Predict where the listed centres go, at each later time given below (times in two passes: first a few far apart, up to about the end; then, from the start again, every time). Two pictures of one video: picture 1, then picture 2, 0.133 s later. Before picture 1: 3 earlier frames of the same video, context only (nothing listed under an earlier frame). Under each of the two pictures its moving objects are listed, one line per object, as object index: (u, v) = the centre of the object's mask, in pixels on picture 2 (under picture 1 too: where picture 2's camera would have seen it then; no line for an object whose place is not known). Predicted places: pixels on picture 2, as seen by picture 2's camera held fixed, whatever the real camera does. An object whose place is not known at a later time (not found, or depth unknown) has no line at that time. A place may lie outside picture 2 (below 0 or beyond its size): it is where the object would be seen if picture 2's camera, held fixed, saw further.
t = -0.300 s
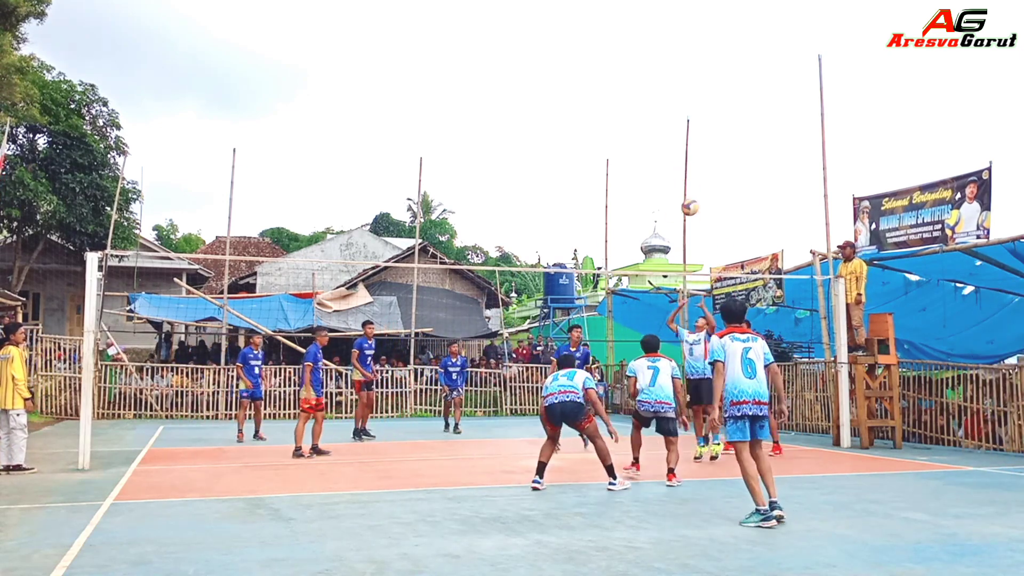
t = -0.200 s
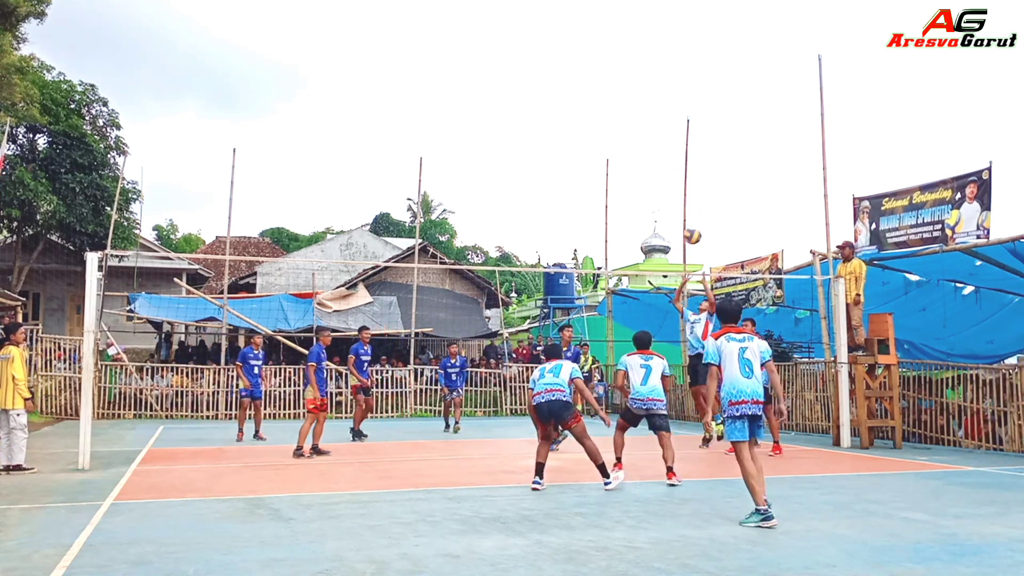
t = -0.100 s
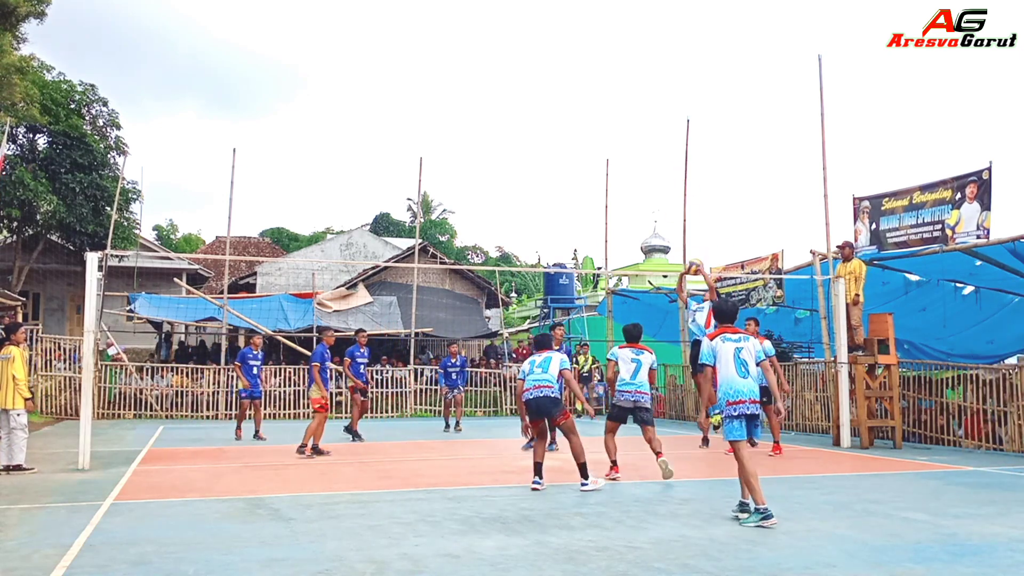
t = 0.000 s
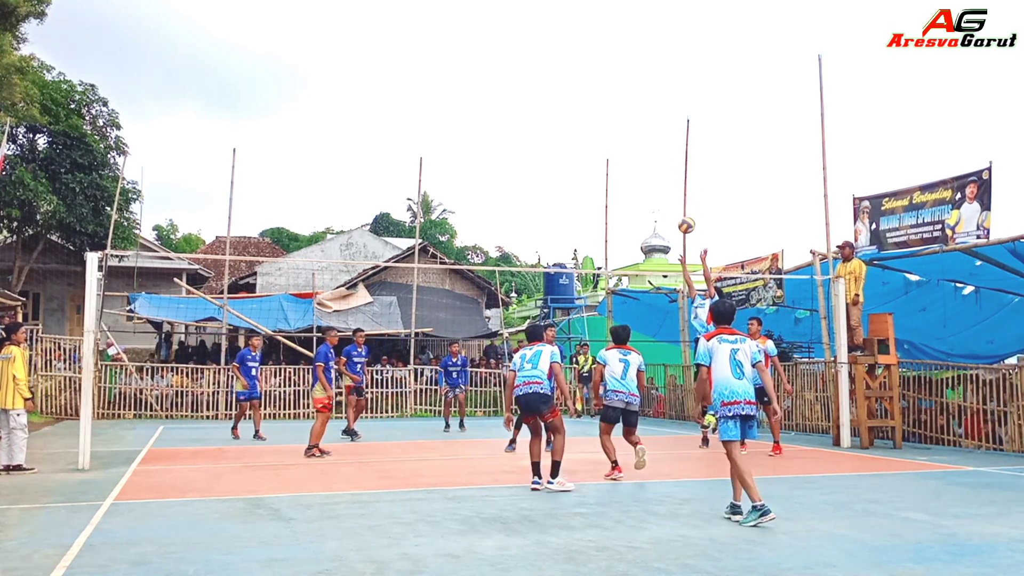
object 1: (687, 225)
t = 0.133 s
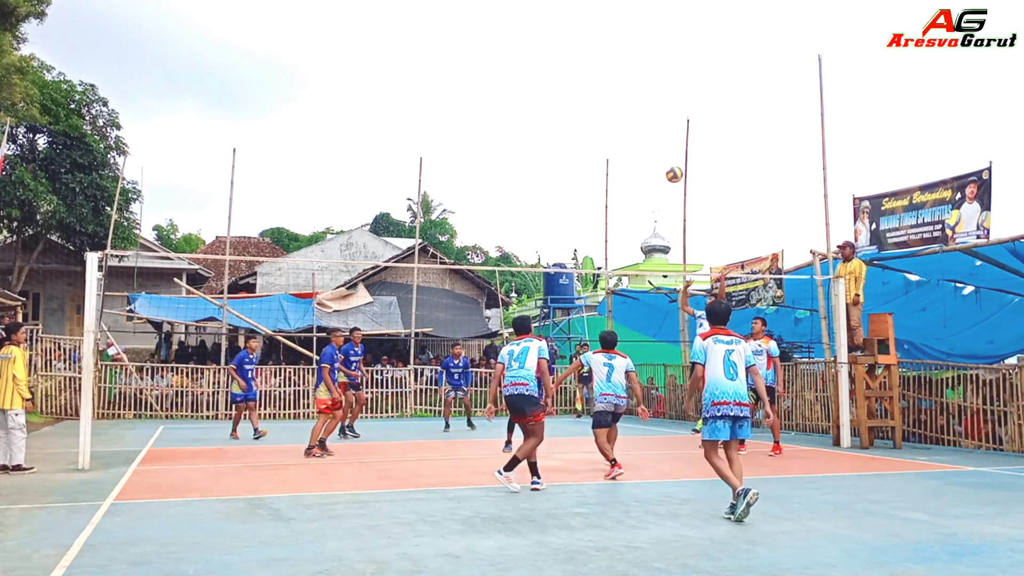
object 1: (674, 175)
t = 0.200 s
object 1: (668, 155)
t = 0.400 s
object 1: (650, 117)
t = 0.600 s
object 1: (631, 110)
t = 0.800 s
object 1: (615, 133)
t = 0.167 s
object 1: (671, 164)
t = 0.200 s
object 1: (668, 155)
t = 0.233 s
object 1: (665, 146)
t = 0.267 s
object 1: (662, 138)
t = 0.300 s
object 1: (659, 132)
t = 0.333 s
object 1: (656, 126)
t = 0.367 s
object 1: (653, 121)
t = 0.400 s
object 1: (650, 117)
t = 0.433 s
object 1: (647, 114)
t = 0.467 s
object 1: (644, 111)
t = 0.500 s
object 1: (641, 110)
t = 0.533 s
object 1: (638, 109)
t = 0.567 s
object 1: (634, 109)
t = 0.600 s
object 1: (631, 110)
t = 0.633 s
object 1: (629, 112)
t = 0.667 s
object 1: (626, 114)
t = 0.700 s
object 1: (623, 118)
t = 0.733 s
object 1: (620, 122)
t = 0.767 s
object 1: (618, 127)
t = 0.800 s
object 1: (615, 133)
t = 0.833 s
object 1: (612, 140)
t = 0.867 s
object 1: (609, 148)
